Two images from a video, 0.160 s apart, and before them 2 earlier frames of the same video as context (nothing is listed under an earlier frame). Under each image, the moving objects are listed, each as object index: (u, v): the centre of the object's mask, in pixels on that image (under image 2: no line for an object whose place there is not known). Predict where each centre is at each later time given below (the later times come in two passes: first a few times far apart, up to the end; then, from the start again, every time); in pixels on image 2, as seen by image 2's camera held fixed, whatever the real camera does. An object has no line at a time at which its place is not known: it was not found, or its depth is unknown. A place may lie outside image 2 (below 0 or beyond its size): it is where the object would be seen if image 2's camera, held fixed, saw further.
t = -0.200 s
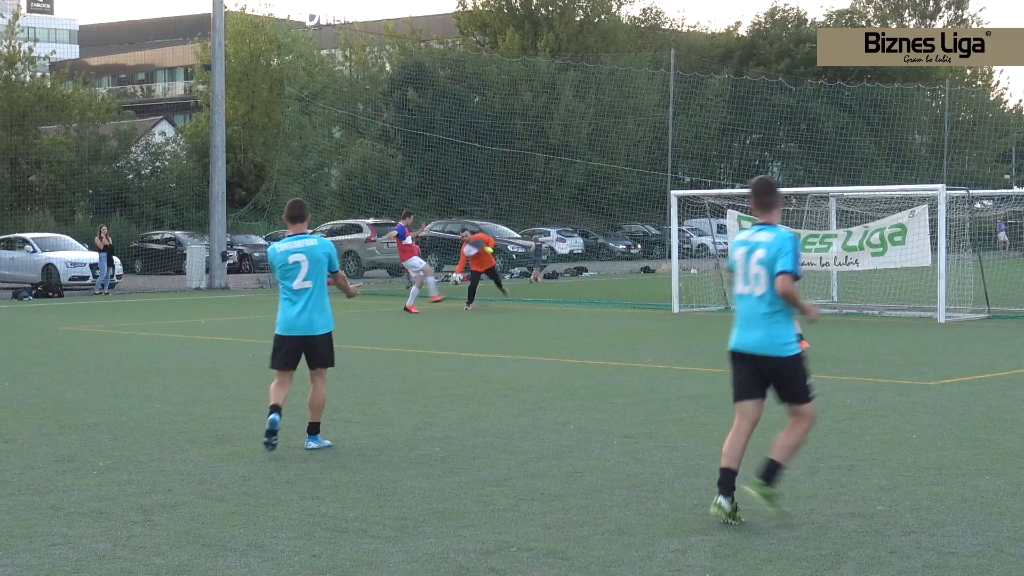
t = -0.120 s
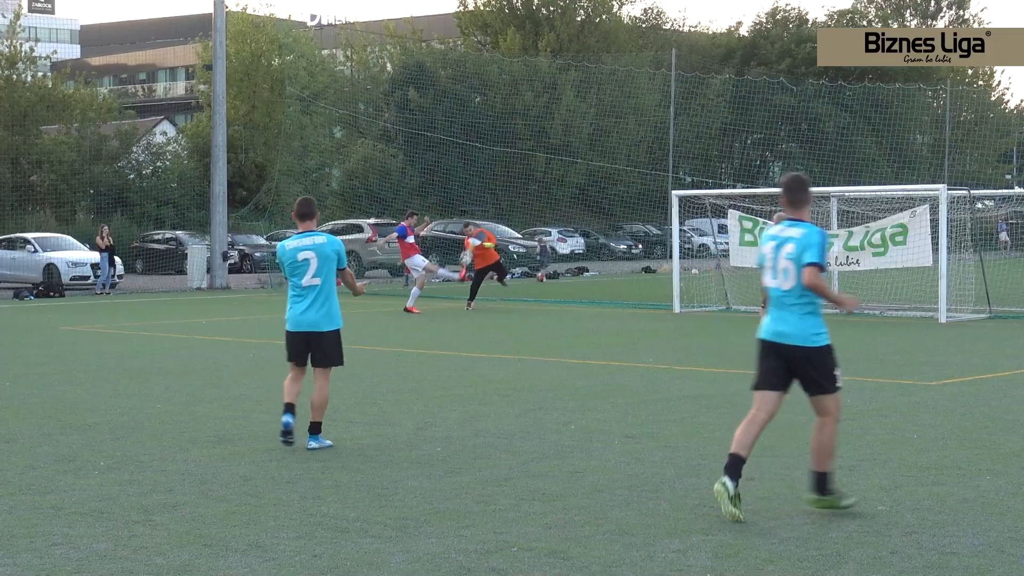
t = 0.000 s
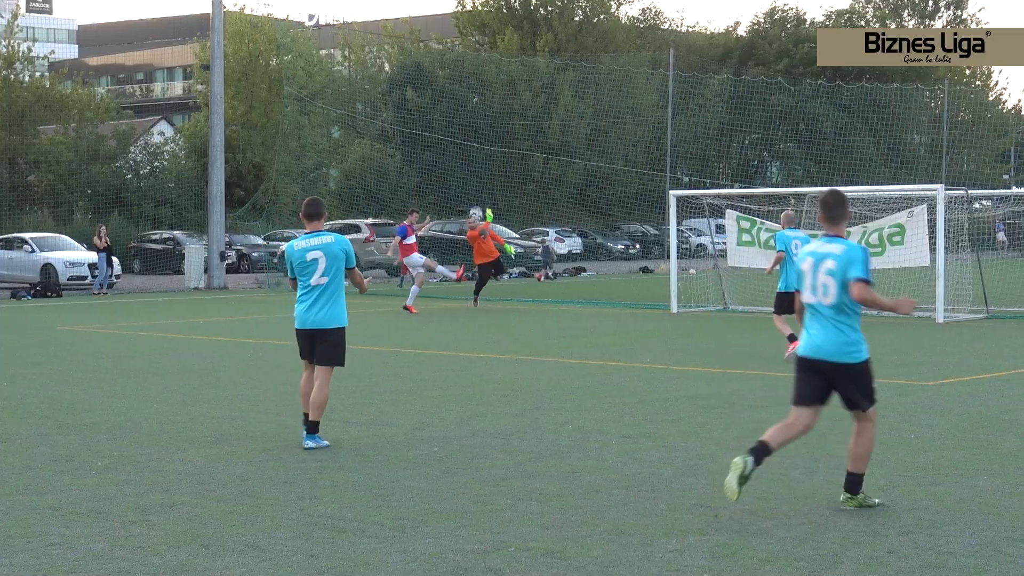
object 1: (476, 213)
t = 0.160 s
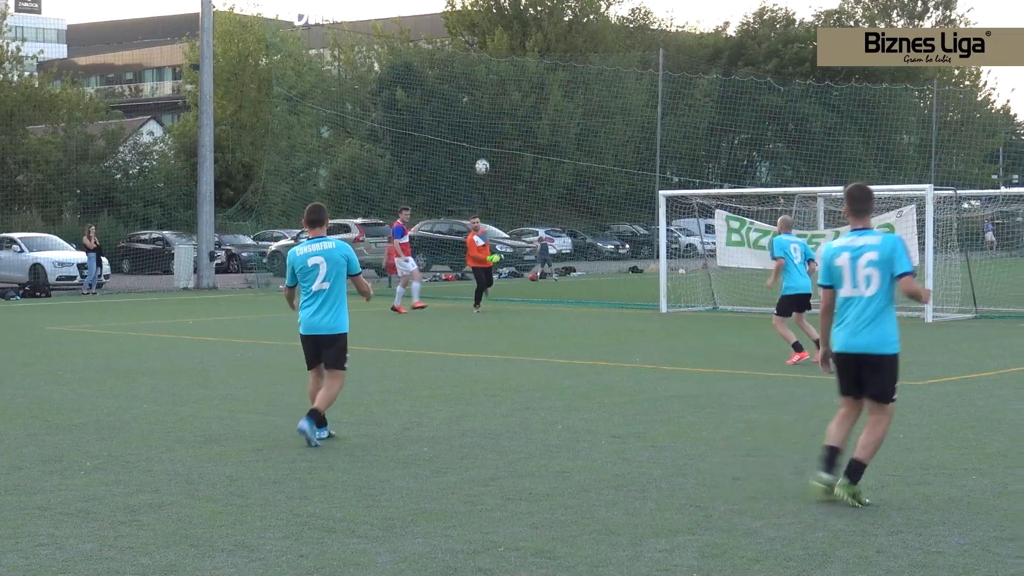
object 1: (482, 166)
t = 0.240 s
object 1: (490, 148)
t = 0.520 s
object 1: (519, 118)
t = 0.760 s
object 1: (546, 145)
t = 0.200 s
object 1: (486, 157)
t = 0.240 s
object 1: (490, 148)
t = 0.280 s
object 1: (494, 140)
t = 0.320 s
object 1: (498, 134)
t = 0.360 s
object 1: (502, 129)
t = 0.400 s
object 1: (506, 124)
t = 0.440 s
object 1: (511, 121)
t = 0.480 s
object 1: (515, 119)
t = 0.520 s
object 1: (519, 118)
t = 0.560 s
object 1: (524, 119)
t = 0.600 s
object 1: (528, 121)
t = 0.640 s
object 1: (533, 125)
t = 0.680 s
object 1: (537, 129)
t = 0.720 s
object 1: (542, 136)
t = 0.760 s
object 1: (546, 145)
